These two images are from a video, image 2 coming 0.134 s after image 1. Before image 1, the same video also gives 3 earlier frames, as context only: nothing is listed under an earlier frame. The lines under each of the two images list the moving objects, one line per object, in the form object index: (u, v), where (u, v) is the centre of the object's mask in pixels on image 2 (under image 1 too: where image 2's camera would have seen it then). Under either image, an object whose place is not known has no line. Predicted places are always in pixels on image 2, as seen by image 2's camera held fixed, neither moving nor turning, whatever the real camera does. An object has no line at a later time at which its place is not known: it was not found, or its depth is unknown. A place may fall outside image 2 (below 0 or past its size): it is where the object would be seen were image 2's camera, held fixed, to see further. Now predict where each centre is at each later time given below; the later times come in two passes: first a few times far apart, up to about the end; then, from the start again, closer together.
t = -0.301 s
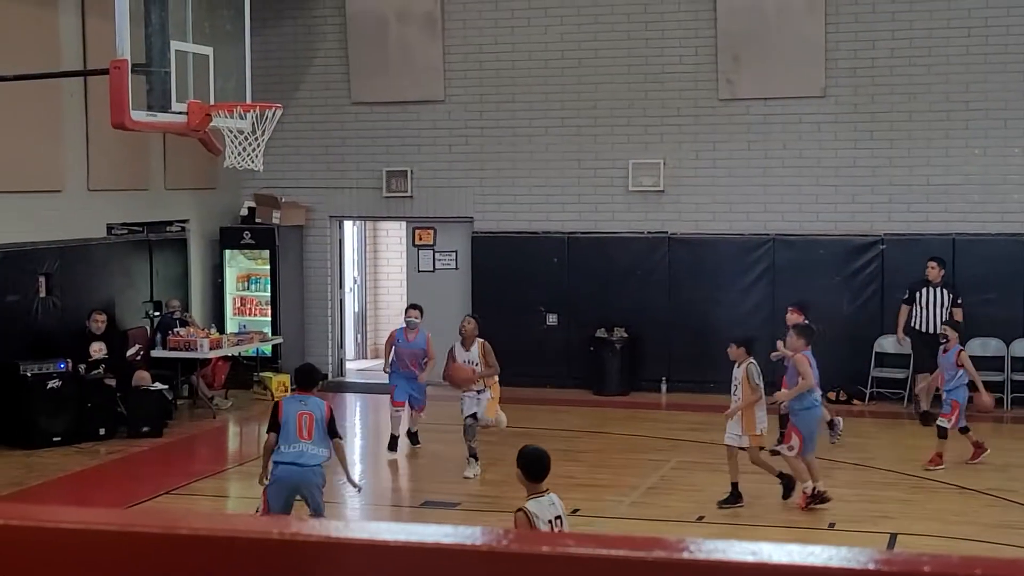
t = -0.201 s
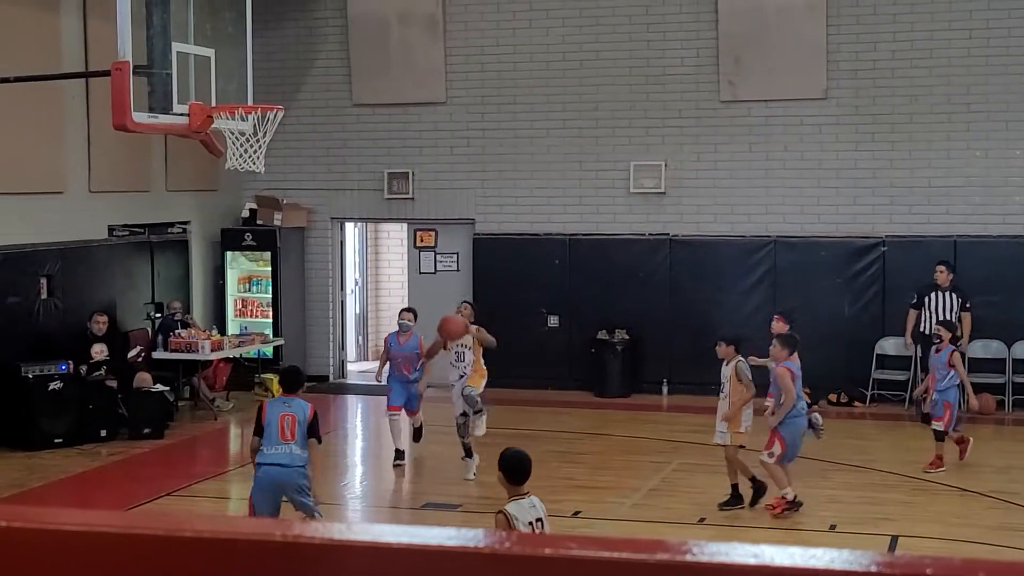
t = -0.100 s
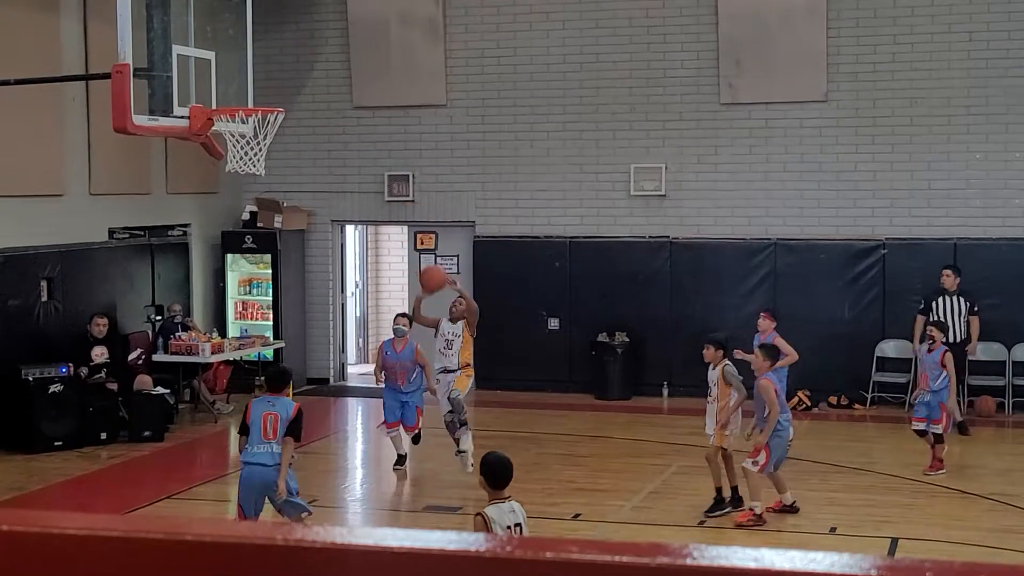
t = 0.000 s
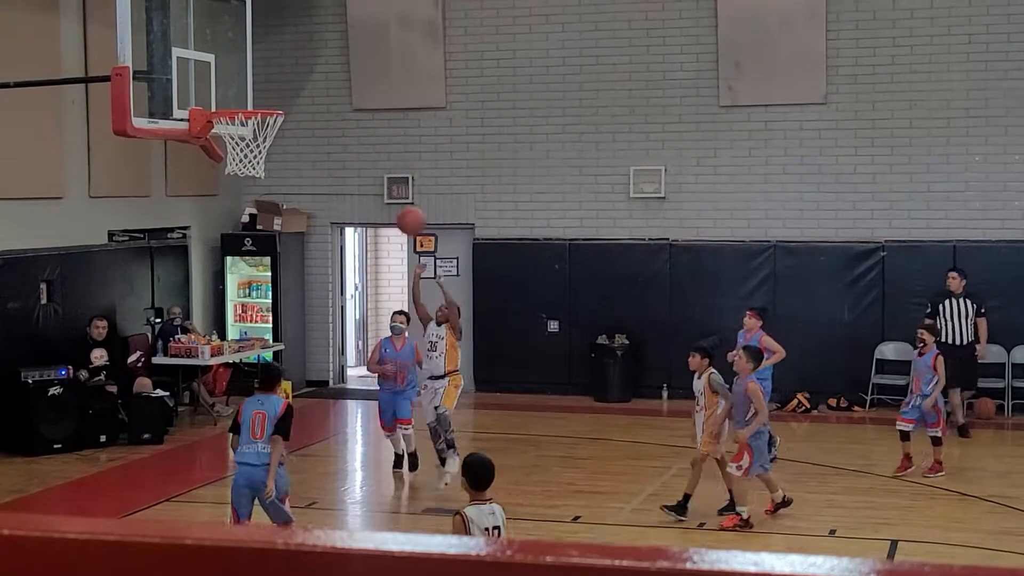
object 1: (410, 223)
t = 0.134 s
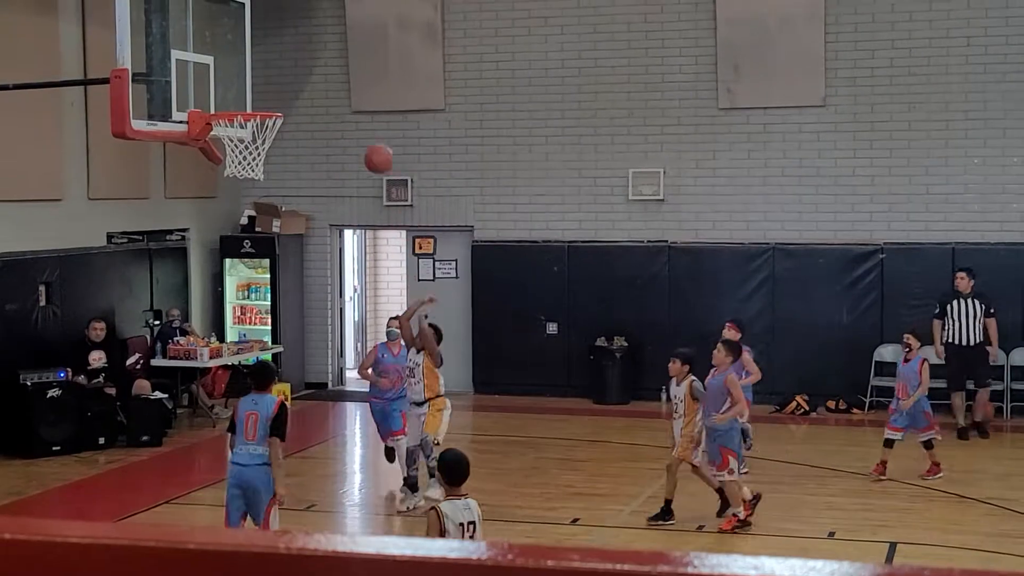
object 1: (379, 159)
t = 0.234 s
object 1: (355, 123)
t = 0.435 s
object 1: (306, 87)
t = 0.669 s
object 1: (244, 101)
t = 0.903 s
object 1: (279, 131)
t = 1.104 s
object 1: (271, 136)
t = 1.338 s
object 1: (232, 192)
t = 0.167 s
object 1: (371, 146)
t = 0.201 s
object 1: (363, 134)
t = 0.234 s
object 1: (355, 123)
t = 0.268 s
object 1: (347, 114)
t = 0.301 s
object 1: (339, 106)
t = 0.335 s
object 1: (331, 99)
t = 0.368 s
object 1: (322, 94)
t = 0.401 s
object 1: (314, 90)
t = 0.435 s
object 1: (306, 87)
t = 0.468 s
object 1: (298, 87)
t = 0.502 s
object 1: (289, 87)
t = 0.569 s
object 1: (269, 94)
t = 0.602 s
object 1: (261, 98)
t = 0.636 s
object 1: (253, 100)
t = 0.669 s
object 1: (244, 101)
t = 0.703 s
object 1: (236, 104)
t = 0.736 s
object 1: (232, 114)
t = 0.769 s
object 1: (243, 118)
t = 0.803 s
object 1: (254, 122)
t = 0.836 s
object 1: (265, 128)
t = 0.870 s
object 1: (273, 131)
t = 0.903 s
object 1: (279, 131)
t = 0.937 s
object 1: (282, 130)
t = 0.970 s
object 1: (281, 129)
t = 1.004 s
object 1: (278, 130)
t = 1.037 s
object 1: (282, 131)
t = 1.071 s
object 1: (274, 134)
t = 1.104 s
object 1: (271, 136)
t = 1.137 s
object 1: (269, 149)
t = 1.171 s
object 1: (264, 155)
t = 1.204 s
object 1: (259, 161)
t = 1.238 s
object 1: (249, 177)
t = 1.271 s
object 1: (243, 180)
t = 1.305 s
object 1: (238, 184)
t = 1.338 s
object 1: (232, 192)
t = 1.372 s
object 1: (227, 204)
